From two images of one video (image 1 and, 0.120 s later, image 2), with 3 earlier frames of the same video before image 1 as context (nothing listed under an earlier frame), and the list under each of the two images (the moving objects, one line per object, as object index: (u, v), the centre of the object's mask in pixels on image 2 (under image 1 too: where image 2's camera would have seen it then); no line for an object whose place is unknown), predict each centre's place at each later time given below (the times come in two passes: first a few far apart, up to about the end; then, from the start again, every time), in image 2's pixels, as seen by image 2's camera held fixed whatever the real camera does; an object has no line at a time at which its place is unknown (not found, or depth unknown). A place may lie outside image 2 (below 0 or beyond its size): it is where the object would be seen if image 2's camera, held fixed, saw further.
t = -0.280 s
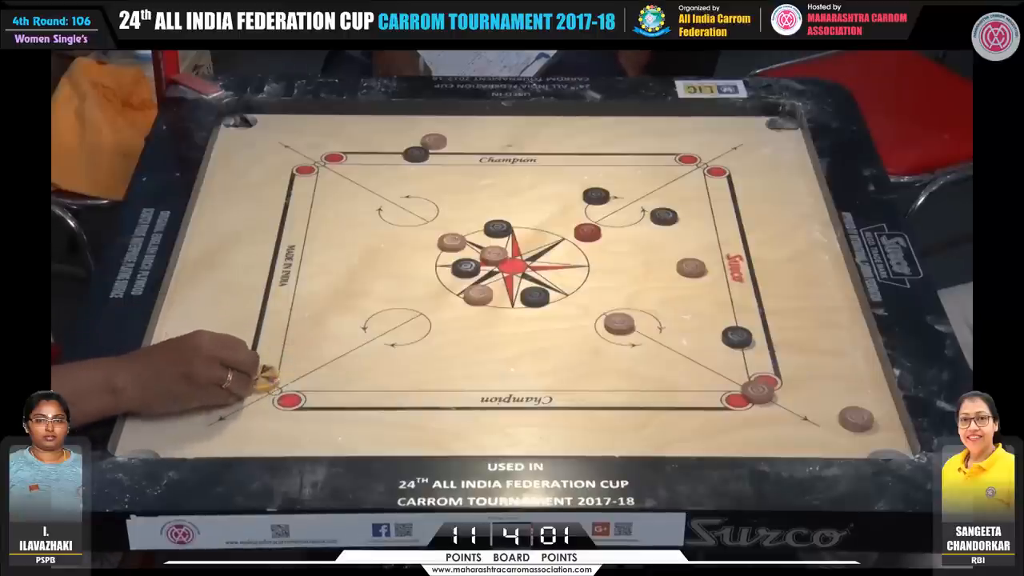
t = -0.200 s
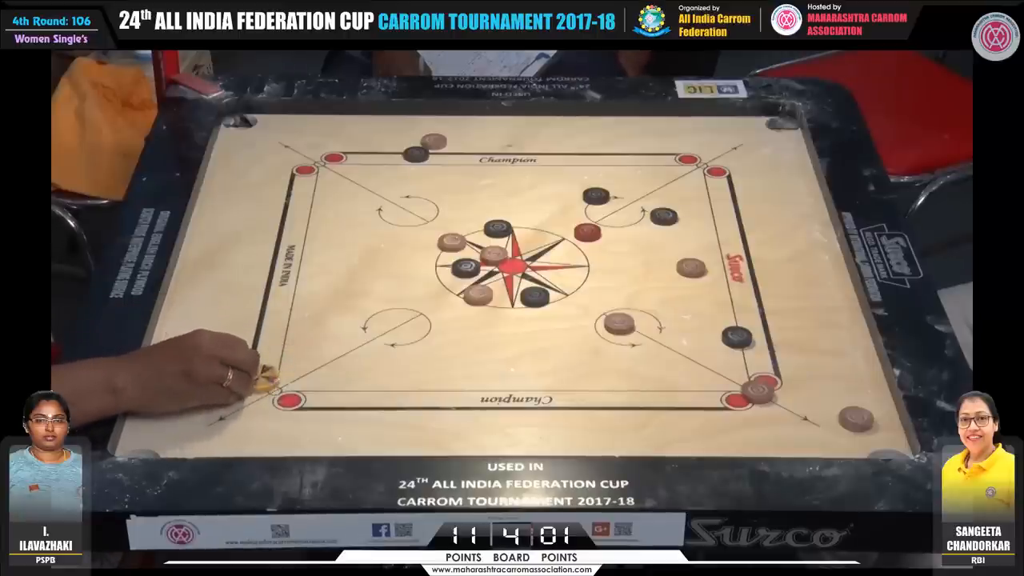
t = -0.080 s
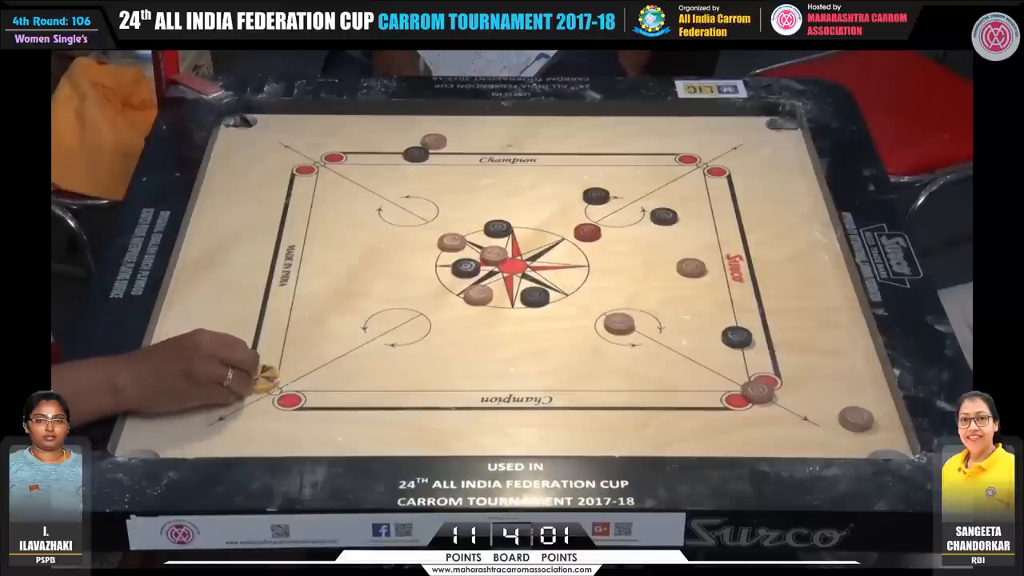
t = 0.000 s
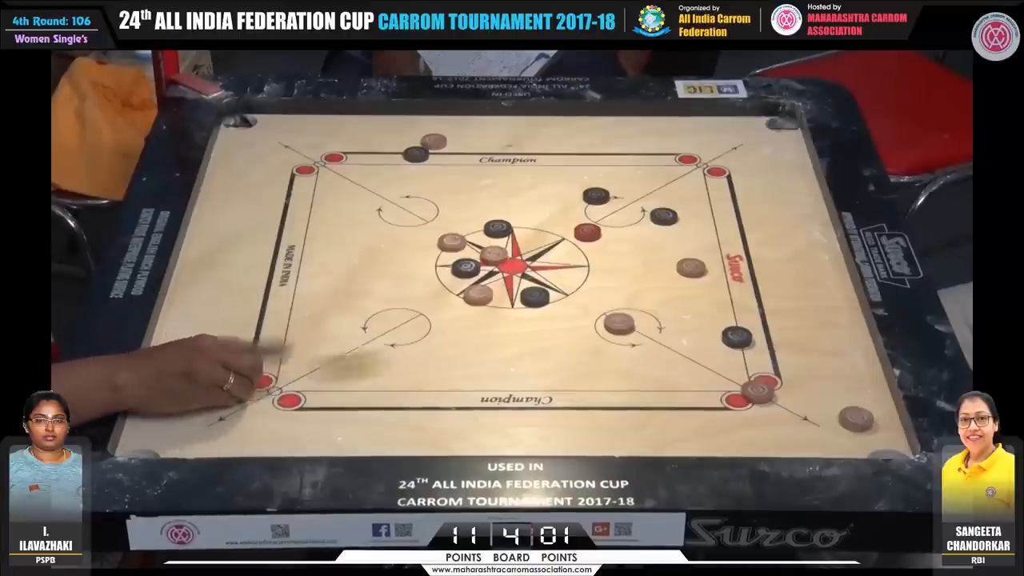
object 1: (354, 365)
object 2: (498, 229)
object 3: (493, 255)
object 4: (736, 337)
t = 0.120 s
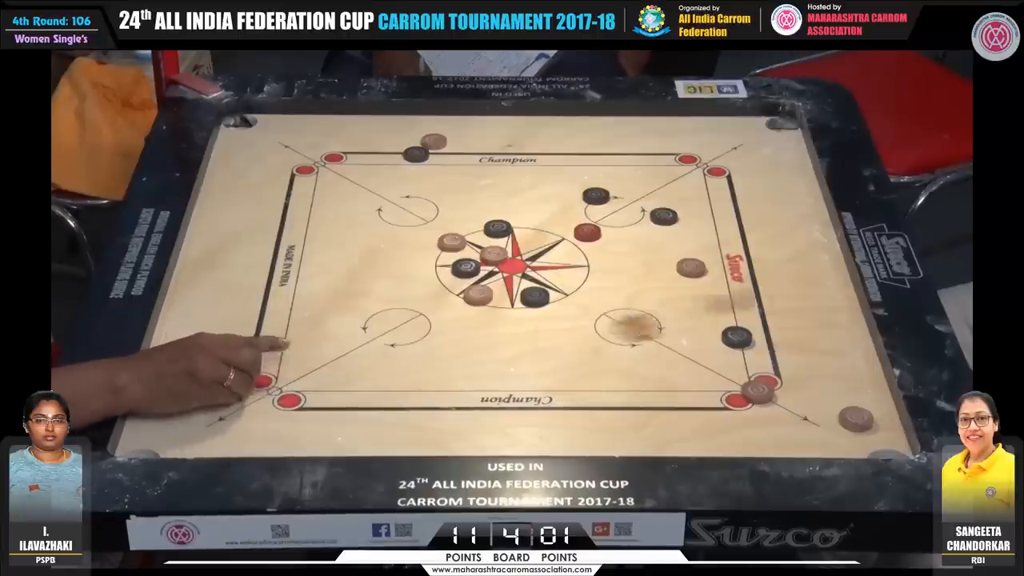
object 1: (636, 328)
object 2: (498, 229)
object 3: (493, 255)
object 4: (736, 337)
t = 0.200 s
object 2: (498, 229)
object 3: (493, 255)
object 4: (741, 341)
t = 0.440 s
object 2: (488, 222)
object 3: (328, 196)
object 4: (768, 363)
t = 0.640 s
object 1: (557, 278)
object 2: (484, 219)
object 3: (237, 153)
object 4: (768, 363)
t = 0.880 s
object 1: (444, 270)
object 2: (484, 219)
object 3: (308, 138)
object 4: (768, 363)
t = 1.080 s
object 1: (401, 271)
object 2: (484, 219)
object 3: (318, 136)
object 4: (768, 363)
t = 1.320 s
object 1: (387, 271)
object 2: (484, 219)
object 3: (318, 136)
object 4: (768, 363)
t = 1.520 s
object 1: (387, 271)
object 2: (484, 219)
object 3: (318, 136)
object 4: (768, 363)
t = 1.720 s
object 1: (387, 271)
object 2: (484, 219)
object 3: (318, 136)
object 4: (768, 363)
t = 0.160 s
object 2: (498, 229)
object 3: (493, 255)
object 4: (737, 337)
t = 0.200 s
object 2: (498, 229)
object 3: (493, 255)
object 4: (741, 341)
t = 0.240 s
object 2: (498, 229)
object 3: (493, 255)
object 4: (751, 349)
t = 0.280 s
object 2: (498, 229)
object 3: (490, 255)
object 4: (759, 355)
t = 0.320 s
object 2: (497, 229)
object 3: (424, 233)
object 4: (764, 359)
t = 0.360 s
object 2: (496, 228)
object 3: (390, 219)
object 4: (767, 362)
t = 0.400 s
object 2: (492, 225)
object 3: (357, 207)
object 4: (768, 363)
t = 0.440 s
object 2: (488, 222)
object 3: (328, 196)
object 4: (768, 363)
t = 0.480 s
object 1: (667, 287)
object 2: (485, 220)
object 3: (299, 186)
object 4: (768, 363)
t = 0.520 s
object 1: (637, 285)
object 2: (484, 219)
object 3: (273, 175)
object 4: (768, 363)
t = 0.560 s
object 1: (608, 282)
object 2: (484, 219)
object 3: (248, 166)
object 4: (768, 363)
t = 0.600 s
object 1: (582, 280)
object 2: (484, 219)
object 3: (227, 159)
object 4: (768, 363)
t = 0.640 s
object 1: (557, 278)
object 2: (484, 219)
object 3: (237, 153)
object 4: (768, 363)
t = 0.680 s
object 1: (533, 276)
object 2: (484, 219)
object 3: (254, 150)
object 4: (768, 363)
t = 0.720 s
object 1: (512, 272)
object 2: (484, 219)
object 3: (269, 147)
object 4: (768, 363)
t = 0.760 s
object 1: (492, 272)
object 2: (484, 219)
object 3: (281, 144)
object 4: (768, 363)
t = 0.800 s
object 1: (477, 271)
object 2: (484, 219)
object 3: (292, 141)
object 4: (768, 363)
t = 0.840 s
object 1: (459, 271)
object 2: (484, 219)
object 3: (301, 139)
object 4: (768, 363)
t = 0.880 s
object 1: (444, 270)
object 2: (484, 219)
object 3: (308, 138)
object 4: (768, 363)
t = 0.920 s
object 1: (433, 270)
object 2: (484, 219)
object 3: (313, 136)
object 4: (768, 363)
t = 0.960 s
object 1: (423, 270)
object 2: (484, 219)
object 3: (316, 136)
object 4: (768, 363)
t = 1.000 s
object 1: (414, 271)
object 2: (484, 219)
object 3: (317, 136)
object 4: (768, 363)
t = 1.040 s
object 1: (407, 270)
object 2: (484, 219)
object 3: (318, 136)
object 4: (768, 363)
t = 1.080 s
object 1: (401, 271)
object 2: (484, 219)
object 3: (318, 136)
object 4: (768, 363)
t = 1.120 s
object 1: (396, 271)
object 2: (484, 219)
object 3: (318, 136)
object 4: (768, 363)
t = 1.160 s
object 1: (392, 271)
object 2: (484, 219)
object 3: (318, 136)
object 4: (768, 363)
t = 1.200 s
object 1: (389, 271)
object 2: (484, 219)
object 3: (318, 136)
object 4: (768, 363)
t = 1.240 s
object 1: (388, 271)
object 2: (484, 219)
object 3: (318, 136)
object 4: (768, 363)
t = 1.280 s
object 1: (387, 271)
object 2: (484, 219)
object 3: (318, 136)
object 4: (768, 363)
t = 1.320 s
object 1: (387, 271)
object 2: (484, 219)
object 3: (318, 136)
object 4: (768, 363)
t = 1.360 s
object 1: (387, 271)
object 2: (484, 219)
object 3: (318, 136)
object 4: (768, 363)
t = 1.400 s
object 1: (387, 271)
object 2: (484, 219)
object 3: (318, 136)
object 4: (768, 363)
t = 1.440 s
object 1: (387, 271)
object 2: (484, 219)
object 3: (318, 136)
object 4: (768, 363)
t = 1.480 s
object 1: (387, 271)
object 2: (484, 219)
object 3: (318, 136)
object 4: (768, 363)
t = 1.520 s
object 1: (387, 271)
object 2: (484, 219)
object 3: (318, 136)
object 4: (768, 363)
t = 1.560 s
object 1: (387, 271)
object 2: (484, 219)
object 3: (318, 136)
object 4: (768, 363)
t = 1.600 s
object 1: (387, 271)
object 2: (484, 219)
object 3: (318, 136)
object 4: (768, 363)
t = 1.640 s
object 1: (387, 271)
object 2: (484, 219)
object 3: (318, 136)
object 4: (768, 363)
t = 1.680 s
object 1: (387, 271)
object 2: (484, 219)
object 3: (318, 136)
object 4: (768, 363)
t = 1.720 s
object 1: (387, 271)
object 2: (484, 219)
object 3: (318, 136)
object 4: (768, 363)
